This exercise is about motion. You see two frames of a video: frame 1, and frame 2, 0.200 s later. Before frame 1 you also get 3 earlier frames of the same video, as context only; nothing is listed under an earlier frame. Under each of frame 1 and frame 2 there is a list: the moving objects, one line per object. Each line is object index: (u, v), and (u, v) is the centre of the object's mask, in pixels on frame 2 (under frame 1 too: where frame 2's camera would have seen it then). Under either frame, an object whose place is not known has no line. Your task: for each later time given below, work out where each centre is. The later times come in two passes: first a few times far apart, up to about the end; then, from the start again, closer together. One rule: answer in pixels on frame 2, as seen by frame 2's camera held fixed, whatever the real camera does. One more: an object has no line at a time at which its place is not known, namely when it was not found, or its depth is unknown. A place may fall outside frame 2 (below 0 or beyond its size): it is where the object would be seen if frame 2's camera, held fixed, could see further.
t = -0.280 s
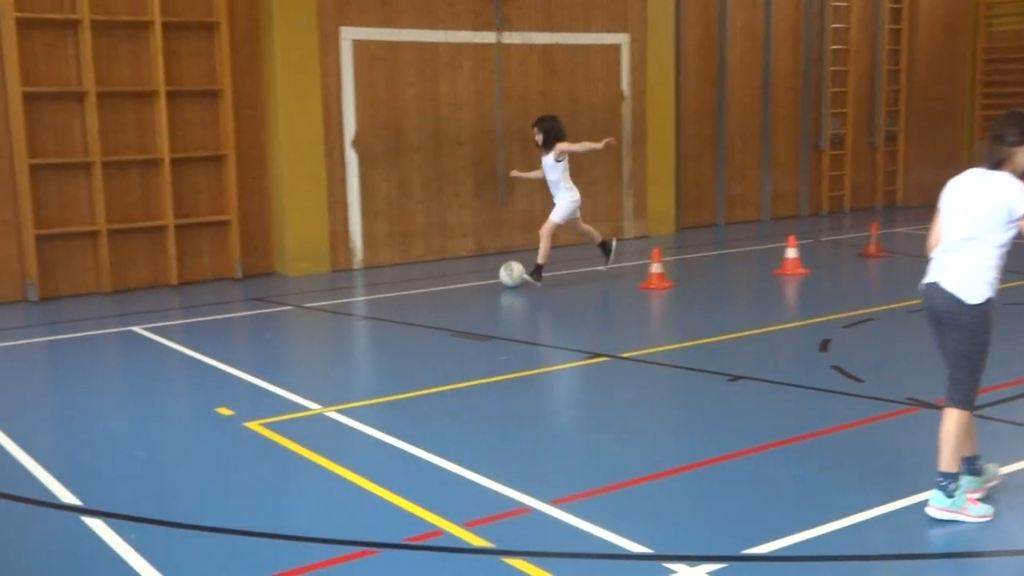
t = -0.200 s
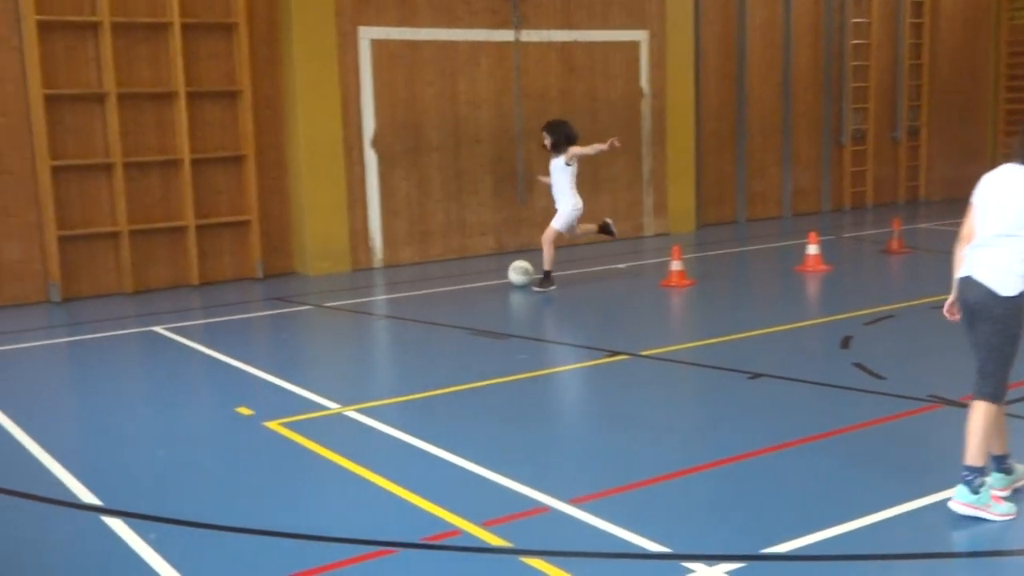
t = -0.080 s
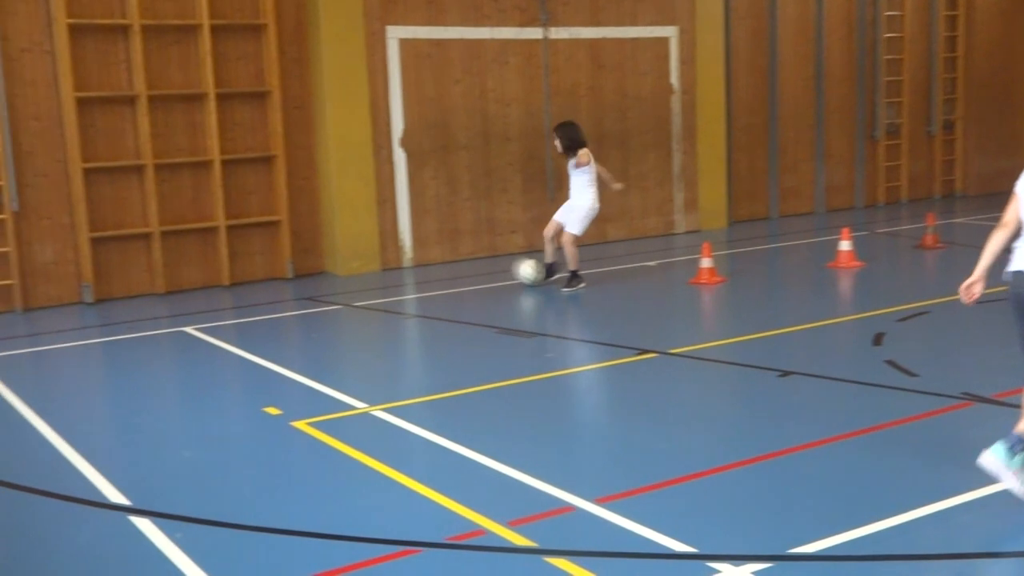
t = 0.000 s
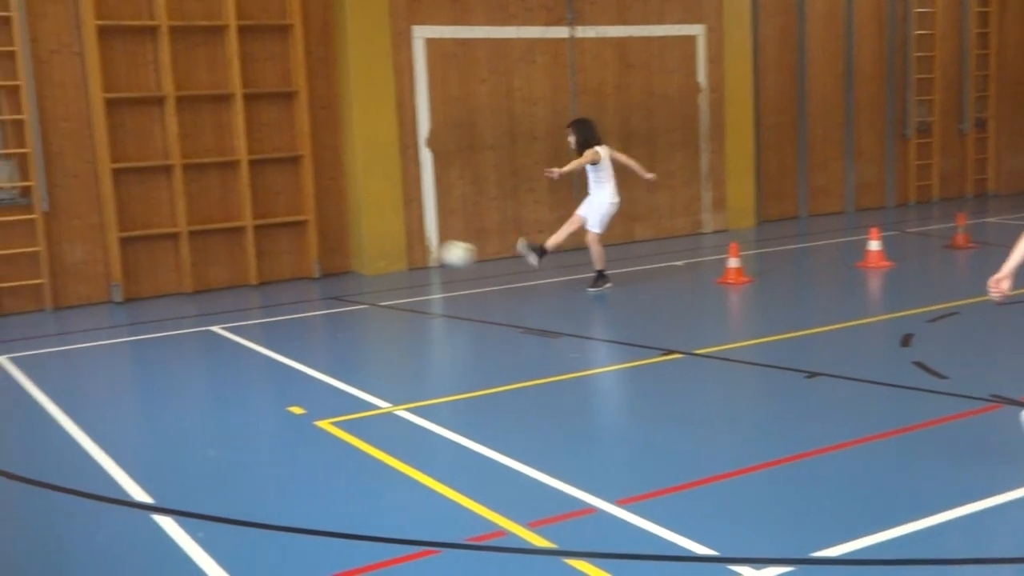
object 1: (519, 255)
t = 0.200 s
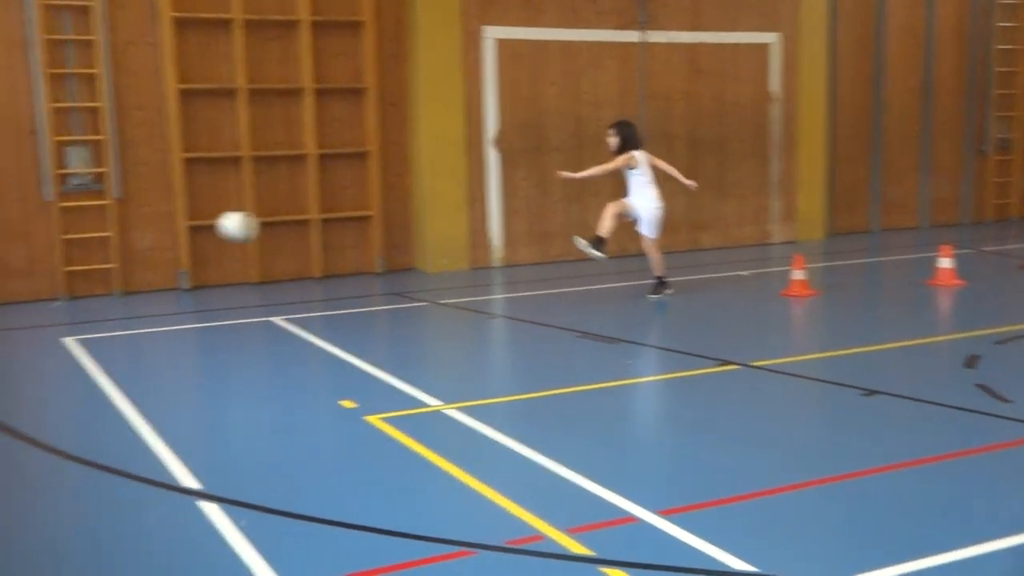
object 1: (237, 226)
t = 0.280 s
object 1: (108, 226)
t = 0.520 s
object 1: (-271, 278)
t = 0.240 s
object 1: (174, 225)
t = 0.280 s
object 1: (108, 226)
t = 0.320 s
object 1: (40, 229)
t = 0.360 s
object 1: (-30, 235)
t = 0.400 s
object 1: (-104, 244)
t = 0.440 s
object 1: (-181, 253)
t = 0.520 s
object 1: (-271, 278)
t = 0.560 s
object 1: (-222, 290)
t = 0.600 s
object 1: (-176, 305)
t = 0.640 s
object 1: (-131, 320)
